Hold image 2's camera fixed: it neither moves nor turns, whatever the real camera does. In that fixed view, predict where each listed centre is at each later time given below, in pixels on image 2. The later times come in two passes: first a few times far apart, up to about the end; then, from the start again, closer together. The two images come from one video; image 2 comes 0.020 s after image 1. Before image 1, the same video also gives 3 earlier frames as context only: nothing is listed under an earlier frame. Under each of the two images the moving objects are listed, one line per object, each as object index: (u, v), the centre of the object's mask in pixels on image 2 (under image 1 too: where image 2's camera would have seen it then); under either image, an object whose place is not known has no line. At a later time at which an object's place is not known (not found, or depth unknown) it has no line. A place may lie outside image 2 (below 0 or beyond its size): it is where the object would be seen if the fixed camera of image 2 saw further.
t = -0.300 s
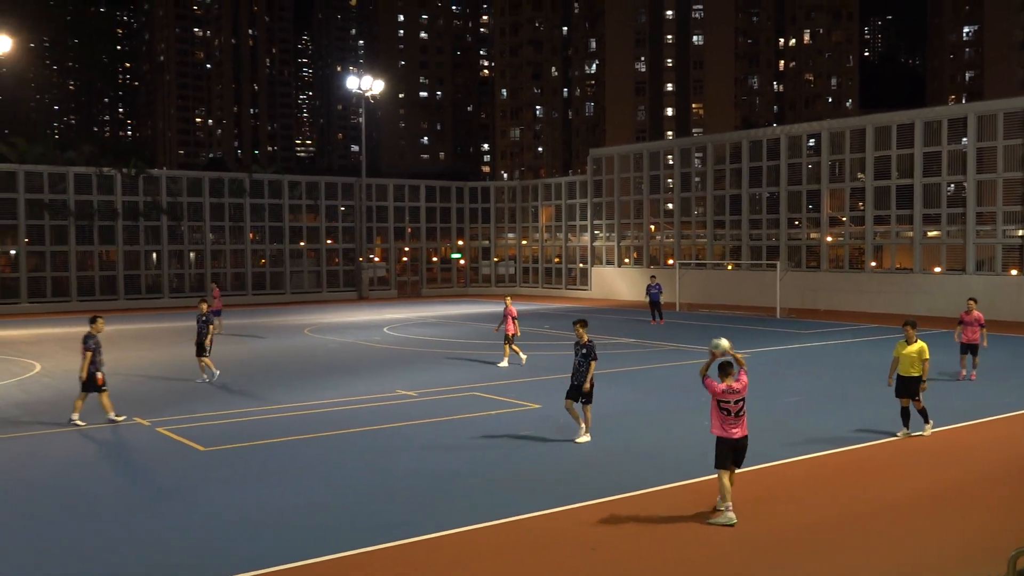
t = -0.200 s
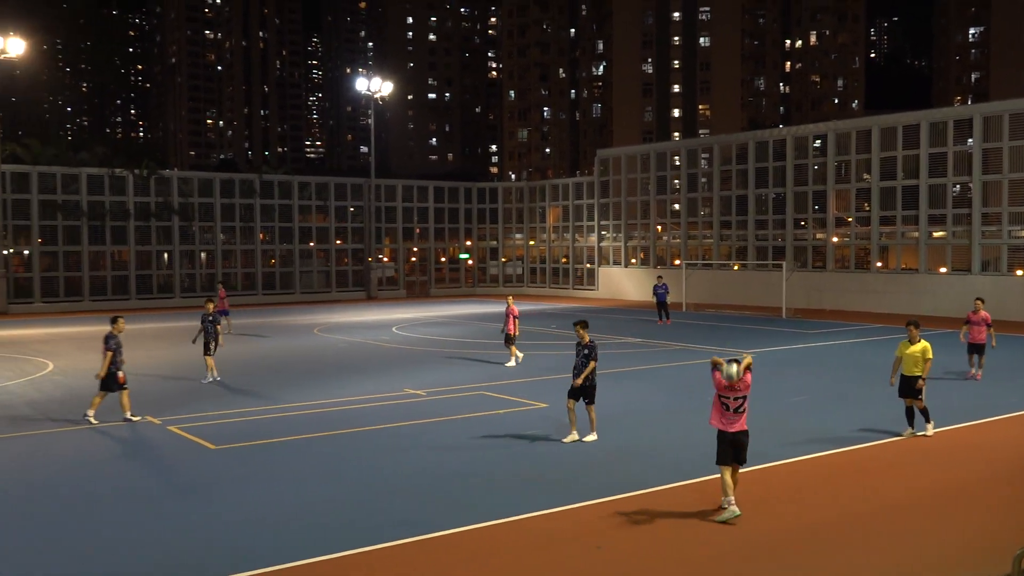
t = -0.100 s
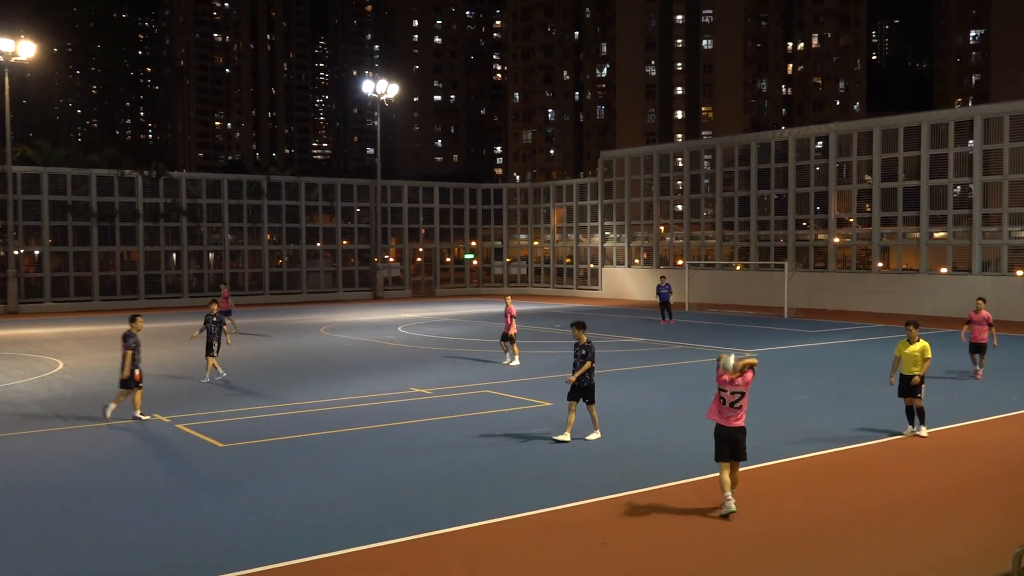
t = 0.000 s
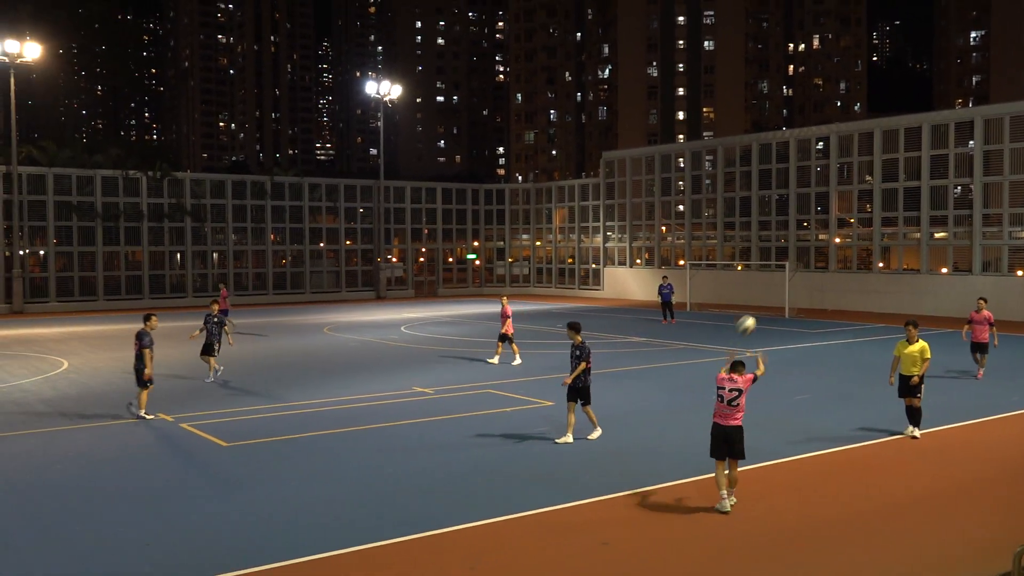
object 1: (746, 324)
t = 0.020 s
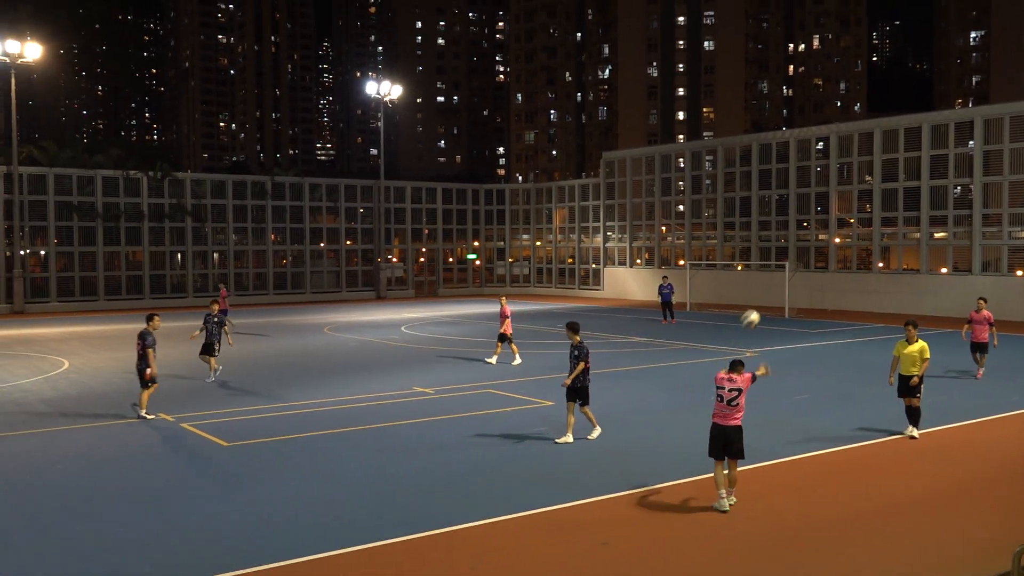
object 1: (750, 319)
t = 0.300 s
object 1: (795, 287)
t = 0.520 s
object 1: (824, 302)
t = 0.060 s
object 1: (758, 309)
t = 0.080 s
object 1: (761, 306)
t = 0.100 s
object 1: (764, 302)
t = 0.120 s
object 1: (768, 299)
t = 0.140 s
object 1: (772, 296)
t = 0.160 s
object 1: (775, 294)
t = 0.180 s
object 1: (778, 292)
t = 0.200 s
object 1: (780, 290)
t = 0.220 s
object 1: (784, 288)
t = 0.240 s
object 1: (787, 287)
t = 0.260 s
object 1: (789, 287)
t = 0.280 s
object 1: (793, 287)
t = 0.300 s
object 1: (795, 287)
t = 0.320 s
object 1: (798, 287)
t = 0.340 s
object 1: (802, 287)
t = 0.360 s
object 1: (804, 288)
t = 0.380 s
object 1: (807, 290)
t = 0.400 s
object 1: (809, 290)
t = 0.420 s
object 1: (812, 292)
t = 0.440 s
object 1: (815, 293)
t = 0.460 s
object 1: (817, 295)
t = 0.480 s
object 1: (819, 297)
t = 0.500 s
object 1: (821, 300)
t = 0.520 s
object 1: (824, 302)
